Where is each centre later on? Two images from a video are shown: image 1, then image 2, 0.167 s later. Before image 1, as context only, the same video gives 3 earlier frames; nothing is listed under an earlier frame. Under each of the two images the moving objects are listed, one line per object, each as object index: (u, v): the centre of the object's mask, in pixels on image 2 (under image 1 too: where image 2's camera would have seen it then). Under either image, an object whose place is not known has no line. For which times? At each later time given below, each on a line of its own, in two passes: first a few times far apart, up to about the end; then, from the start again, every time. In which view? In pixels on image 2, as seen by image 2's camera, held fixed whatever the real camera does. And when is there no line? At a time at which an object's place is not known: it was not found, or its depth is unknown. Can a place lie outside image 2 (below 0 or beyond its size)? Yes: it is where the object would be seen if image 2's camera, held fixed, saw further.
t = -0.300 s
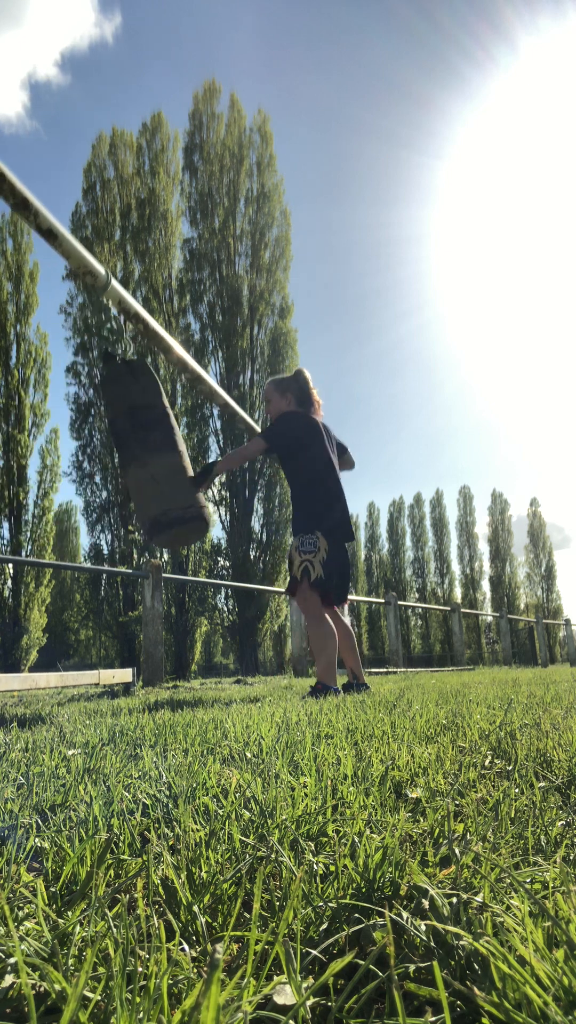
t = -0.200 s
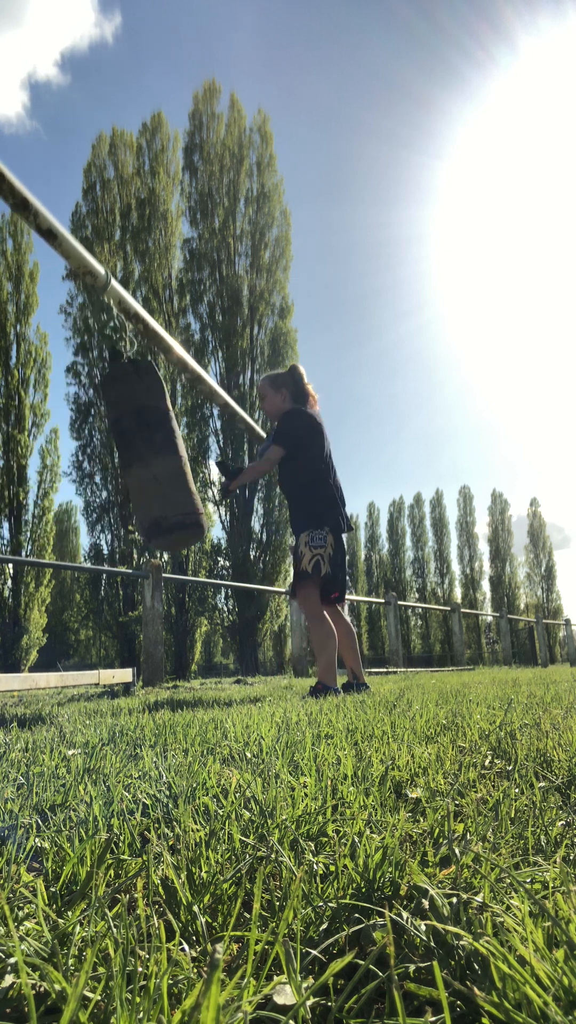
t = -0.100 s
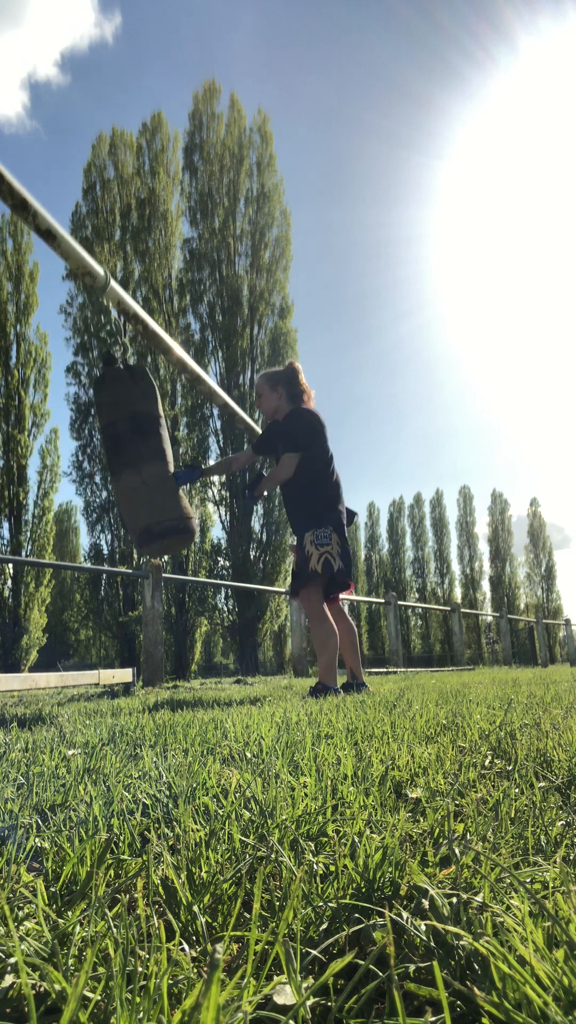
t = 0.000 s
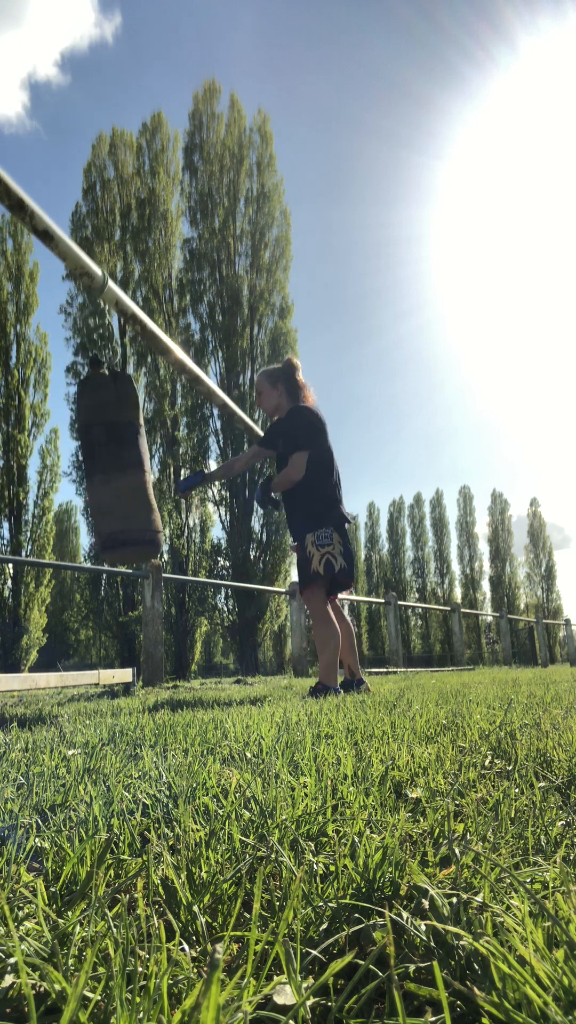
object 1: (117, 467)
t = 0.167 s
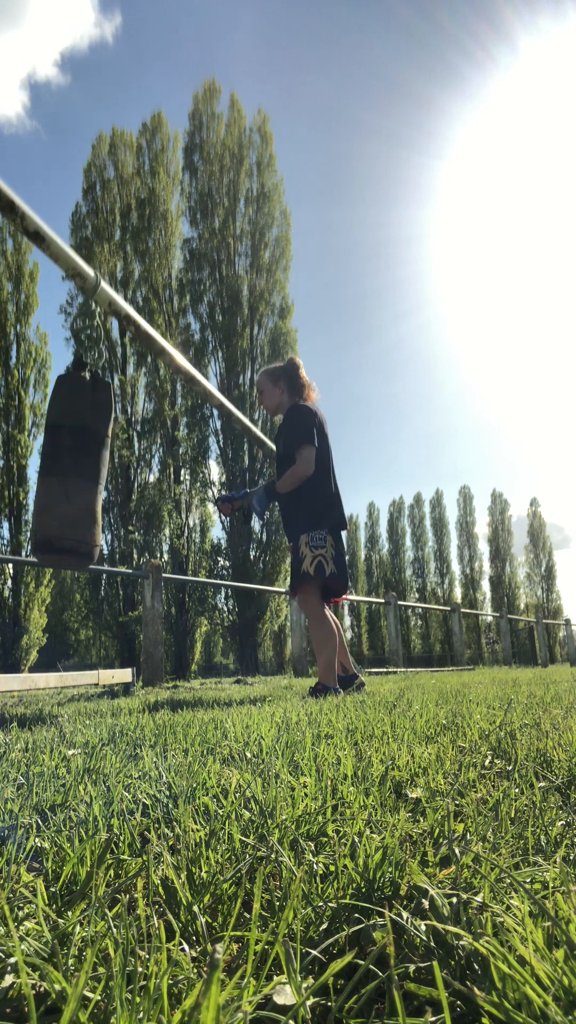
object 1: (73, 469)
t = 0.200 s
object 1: (64, 469)
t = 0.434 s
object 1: (32, 441)
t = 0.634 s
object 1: (28, 421)
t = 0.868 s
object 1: (34, 447)
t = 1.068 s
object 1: (66, 466)
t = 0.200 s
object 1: (64, 469)
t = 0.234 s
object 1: (55, 468)
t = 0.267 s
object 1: (47, 467)
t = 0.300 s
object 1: (42, 463)
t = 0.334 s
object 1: (38, 458)
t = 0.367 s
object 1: (35, 452)
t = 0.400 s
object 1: (33, 446)
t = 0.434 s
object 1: (32, 441)
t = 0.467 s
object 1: (31, 435)
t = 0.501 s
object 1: (30, 430)
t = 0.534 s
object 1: (30, 426)
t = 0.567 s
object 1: (29, 423)
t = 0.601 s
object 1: (28, 422)
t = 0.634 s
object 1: (28, 421)
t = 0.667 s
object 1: (28, 421)
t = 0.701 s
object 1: (29, 423)
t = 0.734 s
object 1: (29, 426)
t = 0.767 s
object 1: (30, 430)
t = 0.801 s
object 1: (31, 435)
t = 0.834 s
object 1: (32, 441)
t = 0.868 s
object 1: (34, 447)
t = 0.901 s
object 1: (36, 452)
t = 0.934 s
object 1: (39, 458)
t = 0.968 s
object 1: (43, 462)
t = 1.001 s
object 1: (49, 465)
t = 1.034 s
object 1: (57, 465)
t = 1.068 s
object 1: (66, 466)
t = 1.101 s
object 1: (74, 466)
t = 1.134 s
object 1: (83, 466)
